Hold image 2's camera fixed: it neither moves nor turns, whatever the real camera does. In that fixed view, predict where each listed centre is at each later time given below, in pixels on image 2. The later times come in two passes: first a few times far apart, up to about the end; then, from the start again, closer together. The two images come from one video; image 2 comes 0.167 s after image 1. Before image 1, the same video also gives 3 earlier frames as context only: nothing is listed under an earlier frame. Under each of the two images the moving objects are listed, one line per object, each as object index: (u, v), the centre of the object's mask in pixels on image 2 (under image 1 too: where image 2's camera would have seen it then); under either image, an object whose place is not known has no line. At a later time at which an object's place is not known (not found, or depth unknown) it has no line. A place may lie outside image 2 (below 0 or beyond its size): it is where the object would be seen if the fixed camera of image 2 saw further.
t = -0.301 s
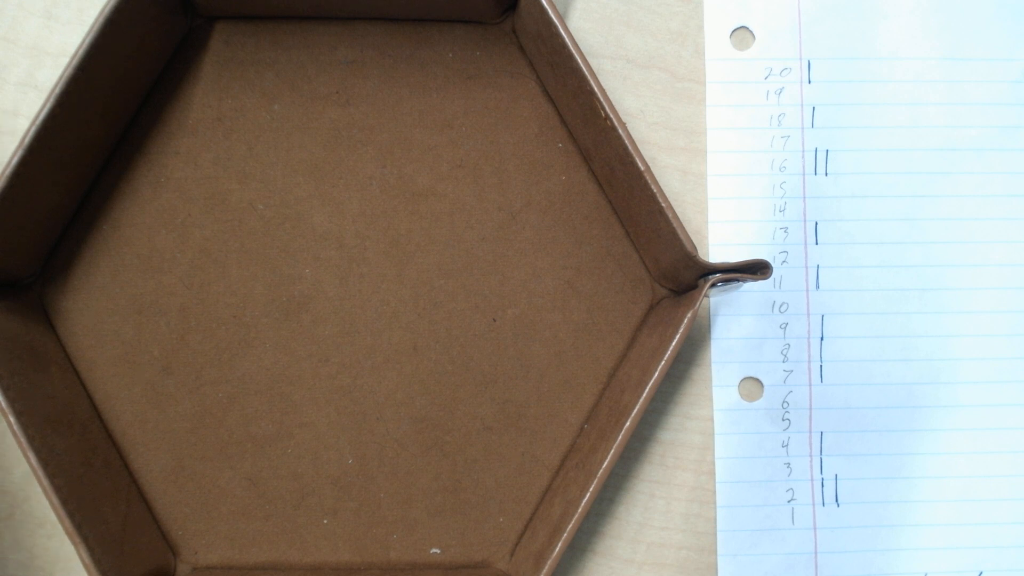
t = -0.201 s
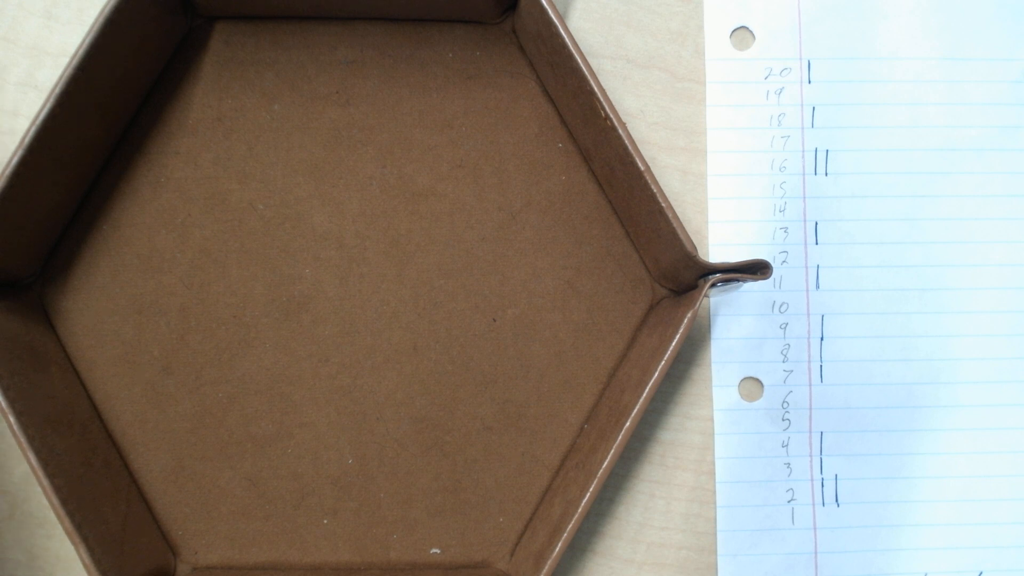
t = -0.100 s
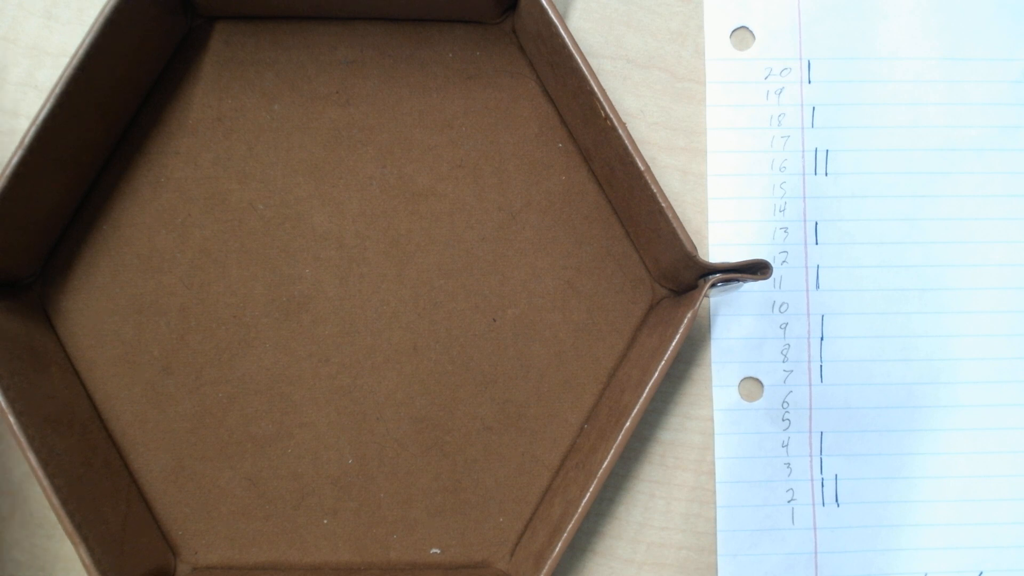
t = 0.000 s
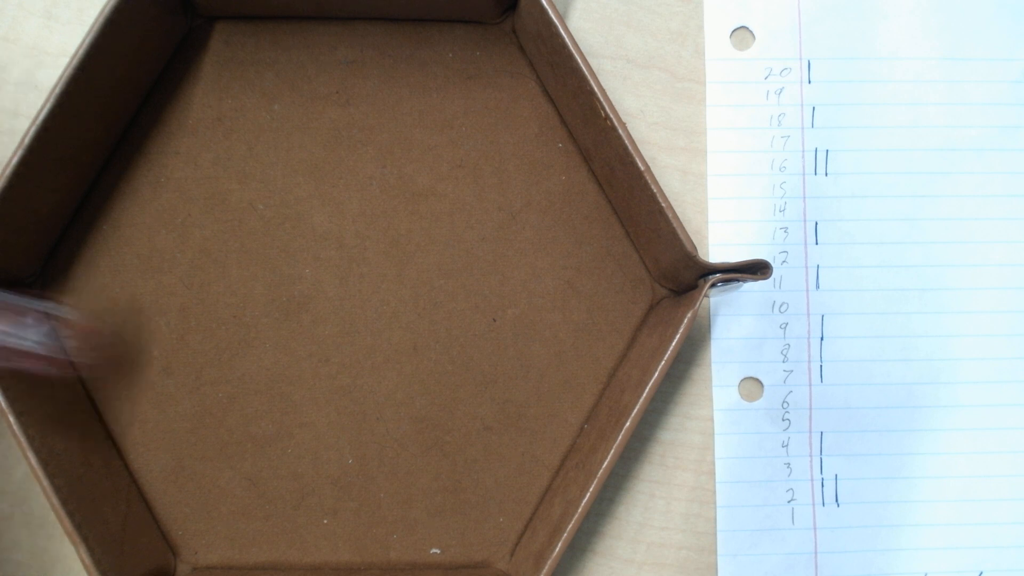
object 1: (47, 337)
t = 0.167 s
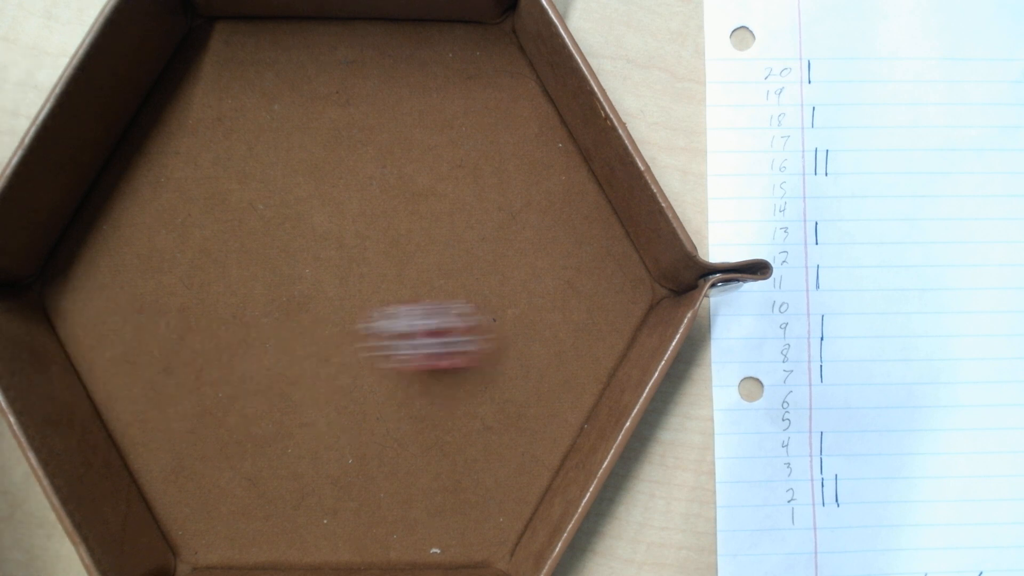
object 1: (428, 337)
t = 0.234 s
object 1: (576, 335)
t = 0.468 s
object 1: (588, 222)
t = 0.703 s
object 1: (581, 210)
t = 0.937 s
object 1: (581, 210)
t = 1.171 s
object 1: (582, 210)
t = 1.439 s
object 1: (582, 210)
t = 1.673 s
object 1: (582, 210)
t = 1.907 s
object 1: (582, 210)
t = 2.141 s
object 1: (582, 210)
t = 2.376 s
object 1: (581, 210)
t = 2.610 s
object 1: (582, 211)
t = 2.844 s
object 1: (582, 210)
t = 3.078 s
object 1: (581, 211)
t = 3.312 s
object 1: (581, 210)
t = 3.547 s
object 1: (581, 211)
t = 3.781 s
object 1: (581, 210)
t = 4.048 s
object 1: (581, 211)
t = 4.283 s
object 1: (581, 210)
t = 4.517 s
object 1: (581, 210)
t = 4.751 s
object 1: (581, 210)
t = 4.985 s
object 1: (581, 210)
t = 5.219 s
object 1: (581, 210)
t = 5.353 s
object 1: (581, 210)
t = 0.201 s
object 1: (507, 333)
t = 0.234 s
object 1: (576, 335)
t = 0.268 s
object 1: (608, 325)
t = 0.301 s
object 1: (599, 305)
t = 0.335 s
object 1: (591, 286)
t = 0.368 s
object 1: (588, 270)
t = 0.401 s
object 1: (585, 254)
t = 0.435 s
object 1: (585, 238)
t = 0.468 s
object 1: (588, 222)
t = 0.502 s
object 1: (585, 216)
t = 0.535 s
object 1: (582, 212)
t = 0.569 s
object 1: (580, 209)
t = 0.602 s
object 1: (582, 211)
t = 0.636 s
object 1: (581, 210)
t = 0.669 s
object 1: (581, 210)
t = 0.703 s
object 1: (581, 210)
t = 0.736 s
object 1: (581, 210)
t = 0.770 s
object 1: (582, 210)
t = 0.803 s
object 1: (581, 210)
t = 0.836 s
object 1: (581, 210)
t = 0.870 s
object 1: (581, 210)
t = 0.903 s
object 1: (581, 210)
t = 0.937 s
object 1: (581, 210)
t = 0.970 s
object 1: (581, 210)
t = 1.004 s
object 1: (581, 210)
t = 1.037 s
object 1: (582, 210)
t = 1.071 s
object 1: (581, 210)
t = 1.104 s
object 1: (582, 210)
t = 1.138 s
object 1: (582, 210)
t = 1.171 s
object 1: (582, 210)
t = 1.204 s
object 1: (582, 210)
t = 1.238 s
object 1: (582, 210)
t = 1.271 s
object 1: (582, 210)
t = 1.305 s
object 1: (582, 210)
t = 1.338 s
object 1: (582, 210)
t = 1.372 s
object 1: (582, 210)
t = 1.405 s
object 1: (582, 210)
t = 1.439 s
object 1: (582, 210)
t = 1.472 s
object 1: (582, 210)
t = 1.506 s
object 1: (582, 210)
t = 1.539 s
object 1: (582, 210)
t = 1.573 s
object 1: (582, 210)
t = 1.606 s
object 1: (582, 210)
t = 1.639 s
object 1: (582, 210)
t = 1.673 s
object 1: (582, 210)
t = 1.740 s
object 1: (581, 210)
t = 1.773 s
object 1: (582, 210)
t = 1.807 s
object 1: (582, 210)
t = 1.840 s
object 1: (582, 210)
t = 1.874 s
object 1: (582, 210)
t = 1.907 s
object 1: (582, 210)
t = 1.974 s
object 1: (582, 210)
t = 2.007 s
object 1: (582, 210)
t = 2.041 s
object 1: (582, 210)
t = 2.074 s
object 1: (582, 210)
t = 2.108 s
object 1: (582, 210)
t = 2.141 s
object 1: (582, 210)
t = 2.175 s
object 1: (582, 210)
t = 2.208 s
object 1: (582, 210)
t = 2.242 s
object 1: (582, 210)
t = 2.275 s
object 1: (582, 210)
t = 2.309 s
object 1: (582, 210)
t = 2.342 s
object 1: (581, 210)
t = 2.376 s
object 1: (581, 210)
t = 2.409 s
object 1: (582, 210)
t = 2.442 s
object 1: (581, 210)
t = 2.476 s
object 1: (582, 210)
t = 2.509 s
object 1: (581, 210)
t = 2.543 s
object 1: (582, 210)
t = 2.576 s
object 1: (582, 210)
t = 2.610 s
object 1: (582, 211)
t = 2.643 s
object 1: (582, 211)
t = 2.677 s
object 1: (582, 211)
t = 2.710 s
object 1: (581, 210)
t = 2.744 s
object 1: (582, 210)
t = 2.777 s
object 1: (582, 211)
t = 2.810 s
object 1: (581, 210)
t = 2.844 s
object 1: (582, 210)
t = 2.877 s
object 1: (581, 210)
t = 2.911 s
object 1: (581, 210)
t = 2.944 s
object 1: (581, 210)
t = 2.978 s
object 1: (581, 210)
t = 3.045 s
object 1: (581, 210)
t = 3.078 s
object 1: (581, 211)
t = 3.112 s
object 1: (581, 211)
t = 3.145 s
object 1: (581, 211)
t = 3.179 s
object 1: (581, 211)
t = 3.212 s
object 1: (581, 210)
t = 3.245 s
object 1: (581, 211)
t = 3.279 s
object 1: (581, 210)
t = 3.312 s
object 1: (581, 210)
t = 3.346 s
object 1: (581, 210)
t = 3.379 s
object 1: (581, 211)
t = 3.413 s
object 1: (581, 210)
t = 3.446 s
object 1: (581, 210)
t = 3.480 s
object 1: (581, 210)
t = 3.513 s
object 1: (581, 211)
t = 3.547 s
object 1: (581, 211)
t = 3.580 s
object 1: (581, 211)
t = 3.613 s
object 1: (581, 210)
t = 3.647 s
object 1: (582, 210)
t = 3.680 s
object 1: (581, 210)
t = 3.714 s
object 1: (581, 210)
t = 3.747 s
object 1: (581, 210)
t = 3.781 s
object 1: (581, 210)
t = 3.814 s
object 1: (581, 210)
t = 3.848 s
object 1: (581, 210)
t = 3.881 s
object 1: (581, 211)
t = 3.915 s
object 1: (581, 210)
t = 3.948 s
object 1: (581, 210)
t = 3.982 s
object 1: (581, 210)
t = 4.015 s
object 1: (581, 211)
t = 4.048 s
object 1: (581, 211)
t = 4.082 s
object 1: (581, 211)
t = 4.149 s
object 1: (581, 210)
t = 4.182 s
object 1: (581, 211)
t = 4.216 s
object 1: (581, 211)
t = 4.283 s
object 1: (581, 210)
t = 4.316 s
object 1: (581, 210)
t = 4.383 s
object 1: (581, 210)
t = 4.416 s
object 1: (581, 210)
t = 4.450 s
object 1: (581, 210)
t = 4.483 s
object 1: (581, 210)
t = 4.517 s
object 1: (581, 210)
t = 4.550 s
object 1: (581, 210)
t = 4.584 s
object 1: (581, 210)
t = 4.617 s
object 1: (581, 210)
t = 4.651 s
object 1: (581, 210)
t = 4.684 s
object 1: (581, 210)
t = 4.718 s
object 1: (581, 211)
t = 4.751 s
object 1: (581, 210)
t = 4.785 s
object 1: (581, 210)
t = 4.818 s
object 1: (581, 210)
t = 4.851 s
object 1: (581, 210)
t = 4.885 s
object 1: (581, 210)
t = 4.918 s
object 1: (581, 210)
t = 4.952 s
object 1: (581, 210)
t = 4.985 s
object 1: (581, 210)
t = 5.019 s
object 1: (581, 210)
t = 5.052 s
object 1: (581, 210)
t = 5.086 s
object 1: (581, 210)
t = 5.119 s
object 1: (581, 210)
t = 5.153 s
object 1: (581, 210)
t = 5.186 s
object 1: (581, 210)
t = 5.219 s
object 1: (581, 210)
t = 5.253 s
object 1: (581, 210)
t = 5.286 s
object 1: (581, 210)
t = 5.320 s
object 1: (581, 210)
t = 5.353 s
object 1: (581, 210)
